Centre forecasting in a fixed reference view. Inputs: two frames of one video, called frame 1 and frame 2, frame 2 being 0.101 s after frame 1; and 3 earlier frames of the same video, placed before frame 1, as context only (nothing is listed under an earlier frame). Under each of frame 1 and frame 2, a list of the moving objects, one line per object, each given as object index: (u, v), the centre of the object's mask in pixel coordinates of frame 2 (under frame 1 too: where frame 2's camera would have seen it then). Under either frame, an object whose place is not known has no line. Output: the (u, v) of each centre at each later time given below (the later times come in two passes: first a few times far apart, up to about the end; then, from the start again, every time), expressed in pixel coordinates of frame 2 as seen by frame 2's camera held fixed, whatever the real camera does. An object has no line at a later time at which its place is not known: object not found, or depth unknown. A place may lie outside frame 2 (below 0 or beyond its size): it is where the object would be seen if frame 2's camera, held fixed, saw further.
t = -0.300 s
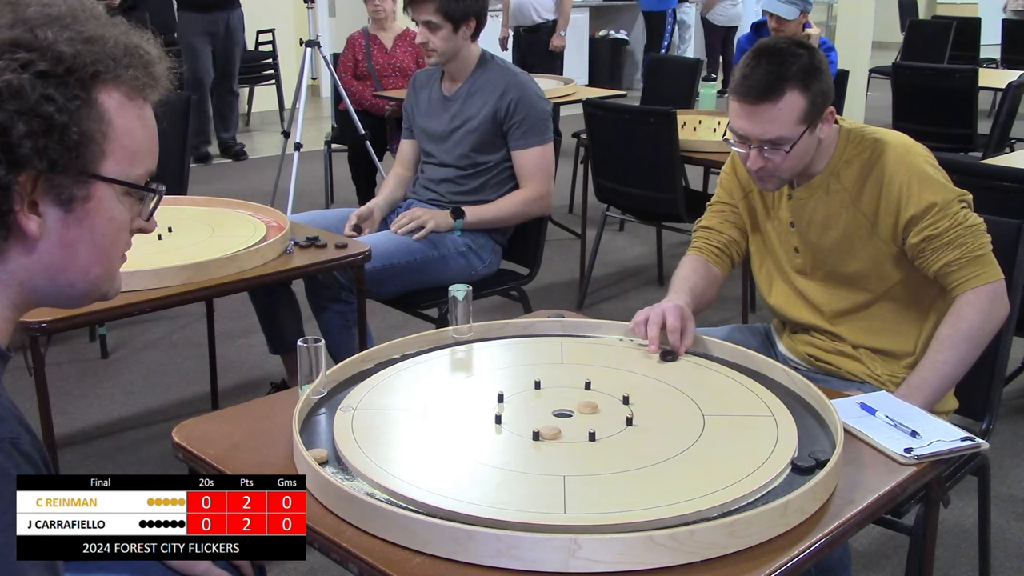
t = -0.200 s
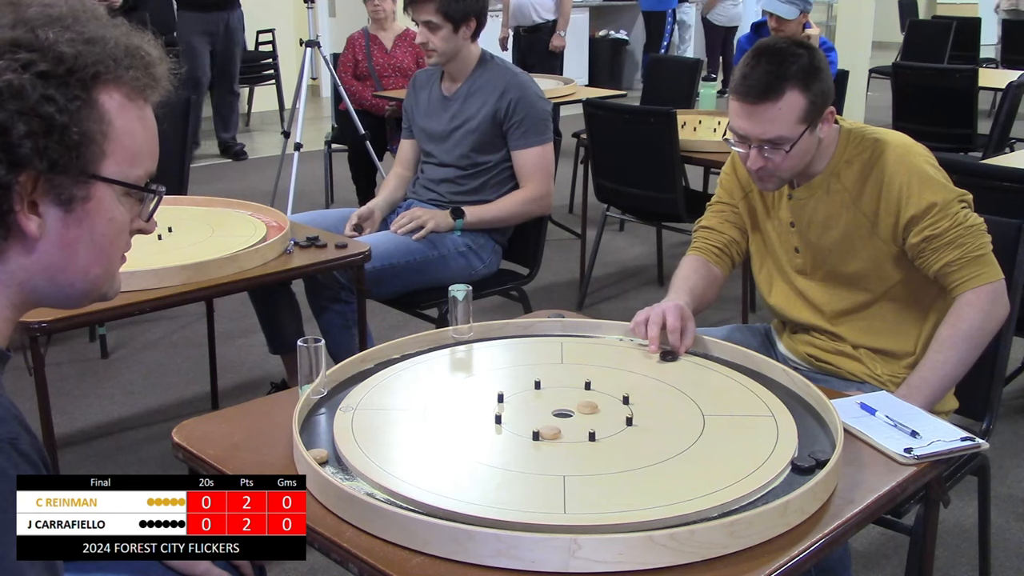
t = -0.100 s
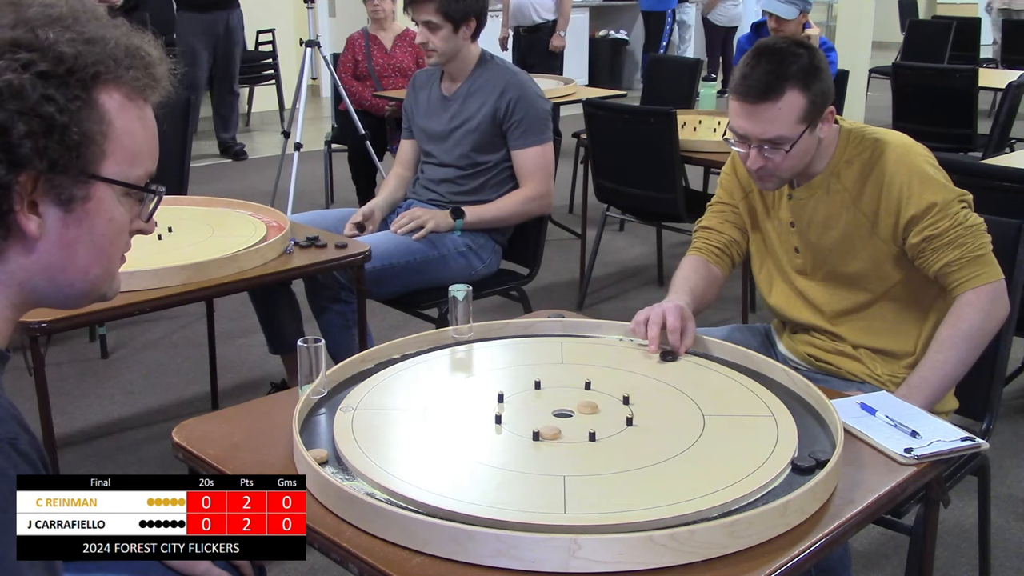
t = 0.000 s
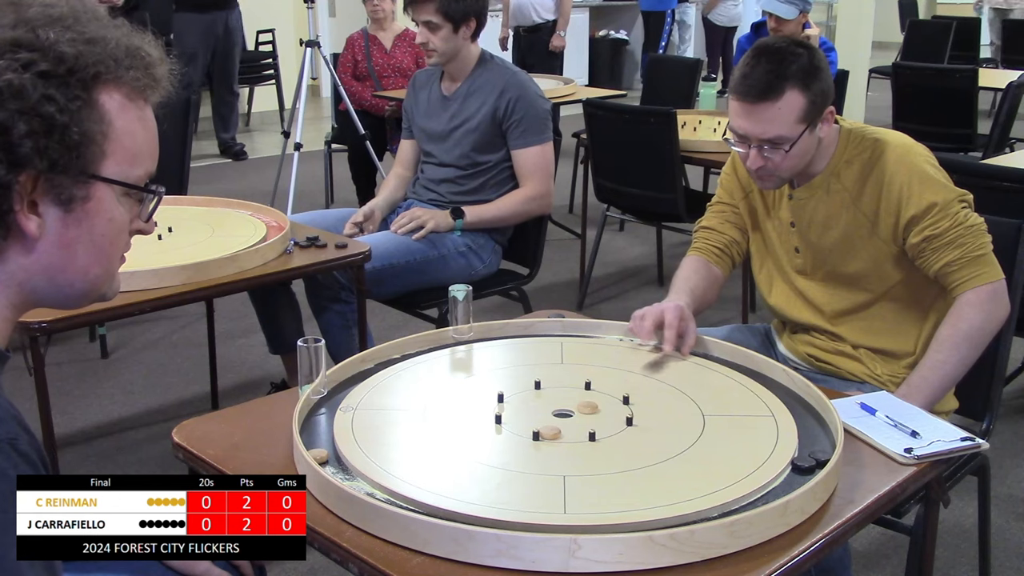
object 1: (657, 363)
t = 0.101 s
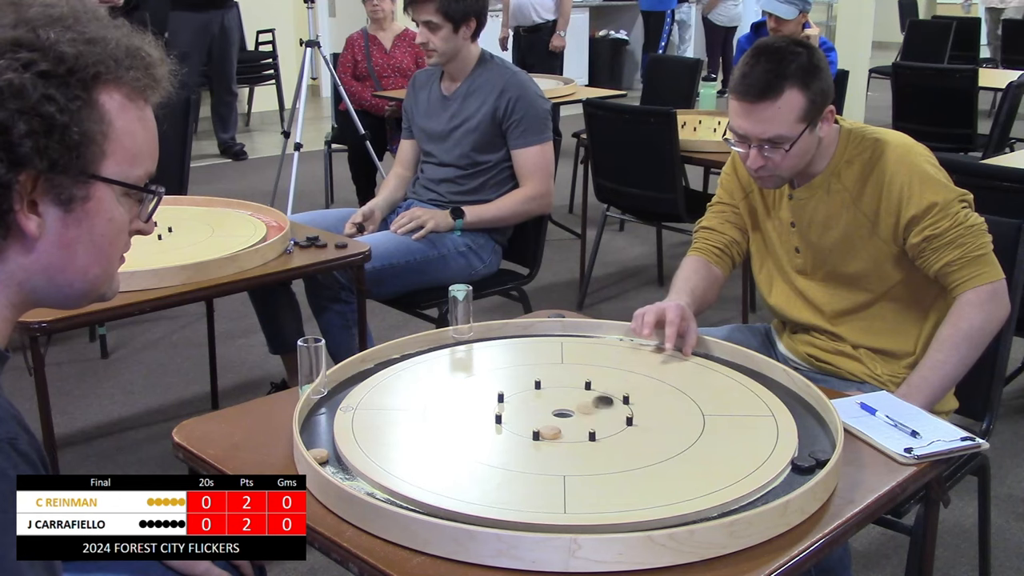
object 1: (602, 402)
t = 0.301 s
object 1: (612, 417)
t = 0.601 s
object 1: (614, 420)
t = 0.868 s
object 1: (614, 420)
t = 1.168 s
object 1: (614, 420)
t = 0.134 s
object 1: (604, 404)
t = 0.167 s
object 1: (606, 407)
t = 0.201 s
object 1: (608, 410)
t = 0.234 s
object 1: (609, 413)
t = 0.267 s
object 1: (610, 415)
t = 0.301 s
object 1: (612, 417)
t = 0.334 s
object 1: (612, 418)
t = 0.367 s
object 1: (613, 419)
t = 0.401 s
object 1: (614, 420)
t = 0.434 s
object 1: (614, 420)
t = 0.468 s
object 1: (614, 420)
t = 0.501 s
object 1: (614, 420)
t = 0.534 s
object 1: (614, 420)
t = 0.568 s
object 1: (614, 420)
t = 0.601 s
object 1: (614, 420)
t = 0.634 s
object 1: (614, 420)
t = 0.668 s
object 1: (614, 420)
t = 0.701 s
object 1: (614, 420)
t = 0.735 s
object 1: (614, 420)
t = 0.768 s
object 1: (614, 420)
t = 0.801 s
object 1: (614, 420)
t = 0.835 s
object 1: (614, 420)
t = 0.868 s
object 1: (614, 420)
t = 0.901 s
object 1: (614, 420)
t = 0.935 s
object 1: (614, 420)
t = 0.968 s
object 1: (614, 420)
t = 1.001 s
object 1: (614, 420)
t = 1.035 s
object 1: (614, 420)
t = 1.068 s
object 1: (614, 420)
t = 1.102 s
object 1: (614, 420)
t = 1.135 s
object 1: (614, 420)
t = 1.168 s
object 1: (614, 420)
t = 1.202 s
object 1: (614, 420)
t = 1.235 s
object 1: (614, 420)
